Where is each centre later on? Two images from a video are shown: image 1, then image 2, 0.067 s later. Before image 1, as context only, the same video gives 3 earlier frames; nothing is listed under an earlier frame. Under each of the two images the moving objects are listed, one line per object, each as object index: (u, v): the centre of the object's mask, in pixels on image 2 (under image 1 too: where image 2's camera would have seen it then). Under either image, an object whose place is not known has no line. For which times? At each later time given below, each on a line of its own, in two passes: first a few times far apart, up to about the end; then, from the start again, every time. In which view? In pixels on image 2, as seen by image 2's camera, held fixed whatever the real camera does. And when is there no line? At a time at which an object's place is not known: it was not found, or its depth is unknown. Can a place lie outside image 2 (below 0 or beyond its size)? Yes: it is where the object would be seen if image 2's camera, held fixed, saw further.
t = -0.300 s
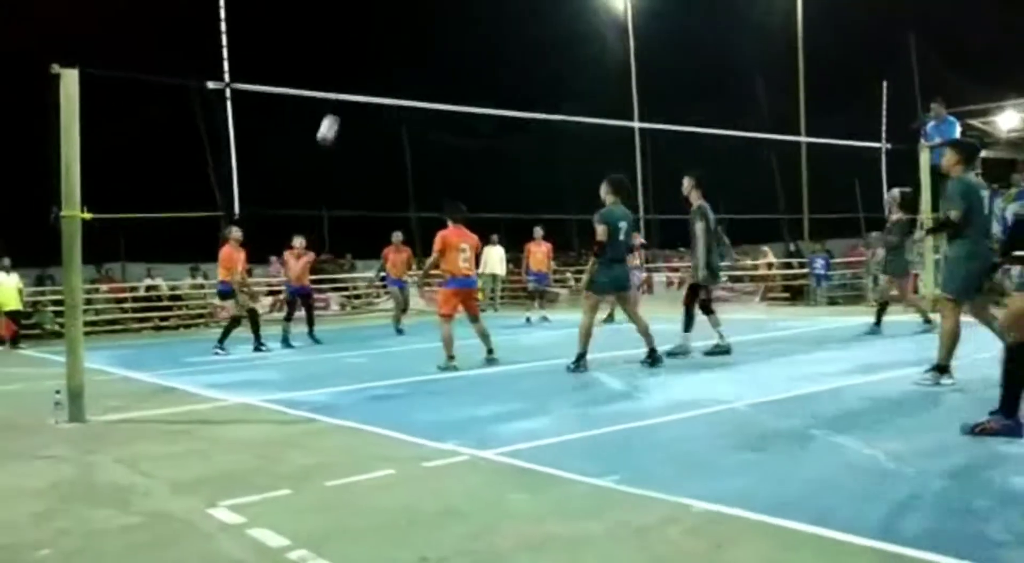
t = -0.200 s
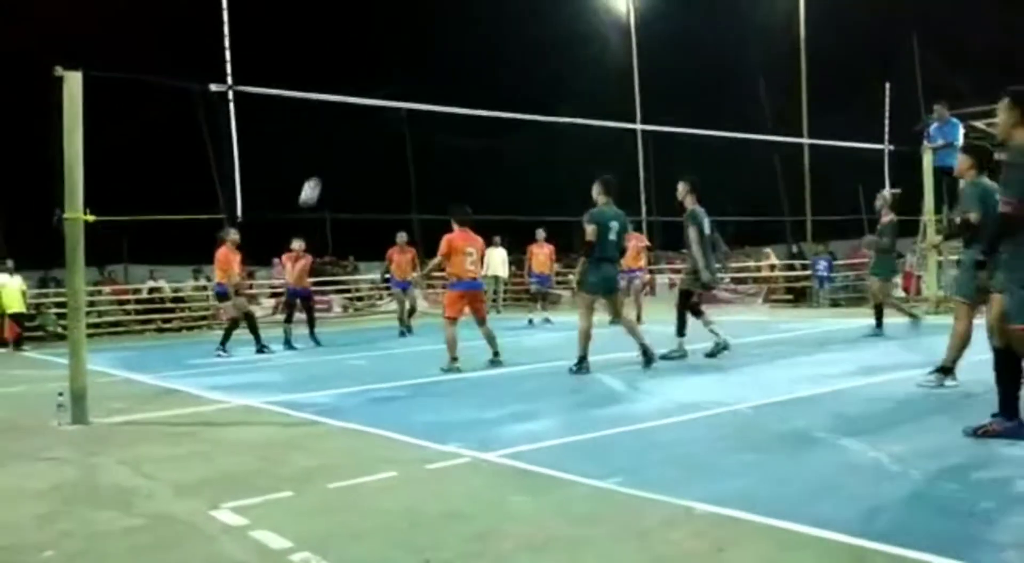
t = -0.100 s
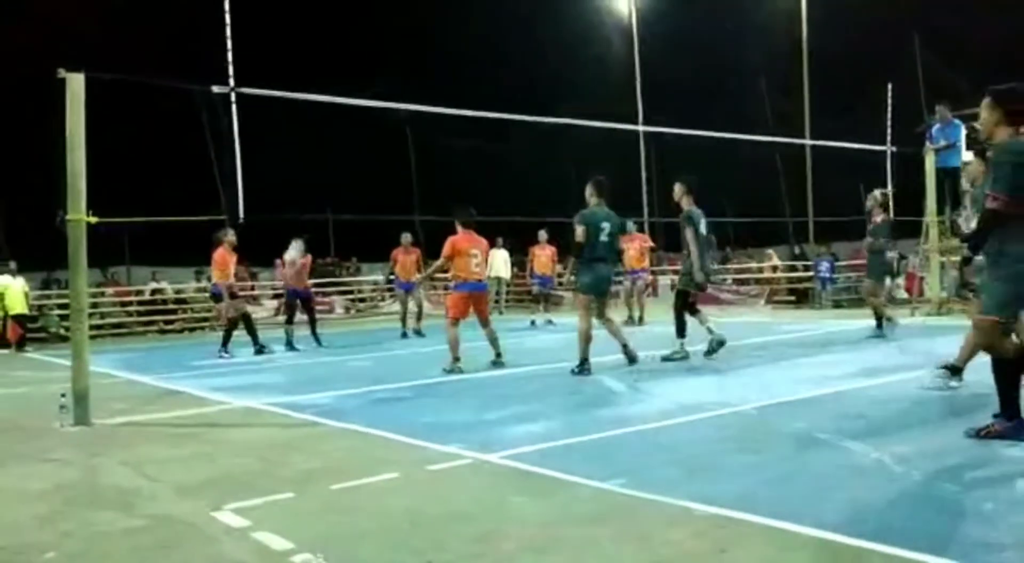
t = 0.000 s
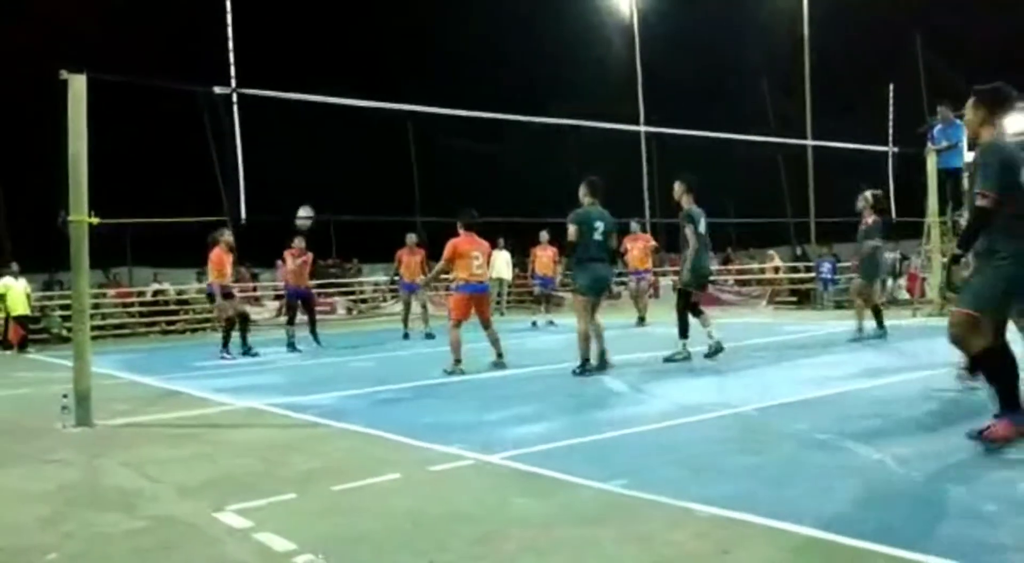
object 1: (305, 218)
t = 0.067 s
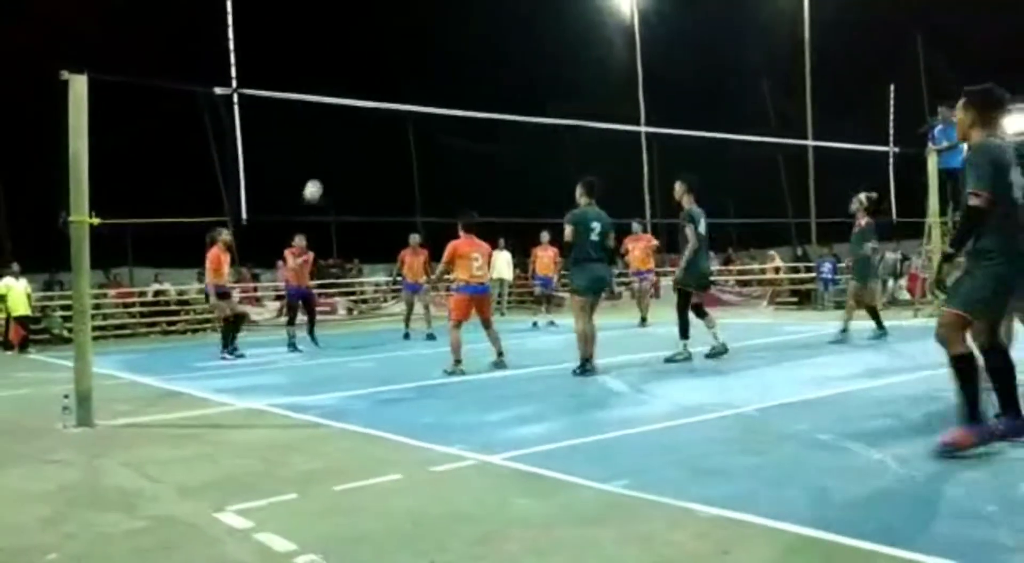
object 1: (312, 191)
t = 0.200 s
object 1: (328, 145)
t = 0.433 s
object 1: (359, 91)
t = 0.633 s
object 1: (389, 80)
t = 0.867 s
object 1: (428, 111)
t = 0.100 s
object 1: (316, 178)
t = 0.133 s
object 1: (320, 166)
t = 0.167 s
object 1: (324, 156)
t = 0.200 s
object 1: (328, 145)
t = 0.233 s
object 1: (332, 135)
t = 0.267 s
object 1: (336, 127)
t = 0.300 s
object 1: (341, 118)
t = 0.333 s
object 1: (345, 112)
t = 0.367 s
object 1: (349, 103)
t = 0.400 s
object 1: (354, 95)
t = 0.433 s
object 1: (359, 91)
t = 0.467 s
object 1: (363, 88)
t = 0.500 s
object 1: (368, 85)
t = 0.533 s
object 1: (373, 82)
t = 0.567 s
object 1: (378, 81)
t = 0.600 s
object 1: (383, 80)
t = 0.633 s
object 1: (389, 80)
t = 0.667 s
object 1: (394, 82)
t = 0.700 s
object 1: (400, 84)
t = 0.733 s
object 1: (405, 87)
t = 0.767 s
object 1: (411, 91)
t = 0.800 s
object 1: (417, 96)
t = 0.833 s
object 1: (422, 102)
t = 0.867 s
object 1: (428, 111)
